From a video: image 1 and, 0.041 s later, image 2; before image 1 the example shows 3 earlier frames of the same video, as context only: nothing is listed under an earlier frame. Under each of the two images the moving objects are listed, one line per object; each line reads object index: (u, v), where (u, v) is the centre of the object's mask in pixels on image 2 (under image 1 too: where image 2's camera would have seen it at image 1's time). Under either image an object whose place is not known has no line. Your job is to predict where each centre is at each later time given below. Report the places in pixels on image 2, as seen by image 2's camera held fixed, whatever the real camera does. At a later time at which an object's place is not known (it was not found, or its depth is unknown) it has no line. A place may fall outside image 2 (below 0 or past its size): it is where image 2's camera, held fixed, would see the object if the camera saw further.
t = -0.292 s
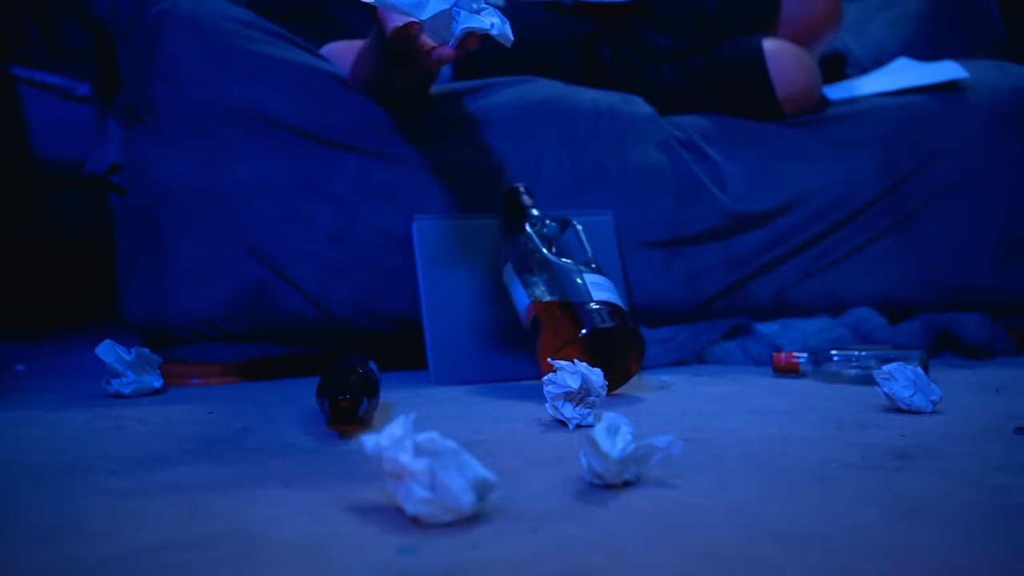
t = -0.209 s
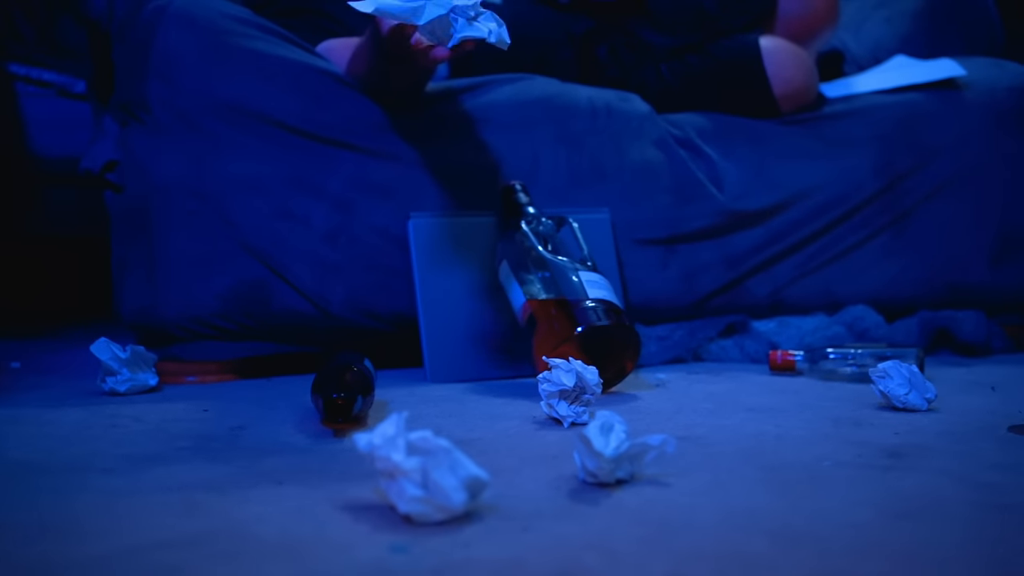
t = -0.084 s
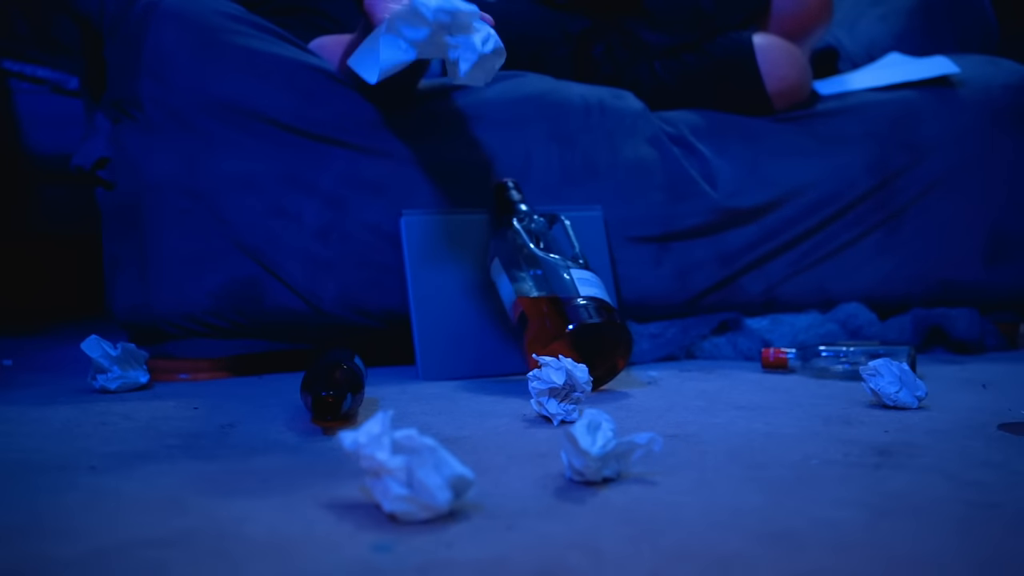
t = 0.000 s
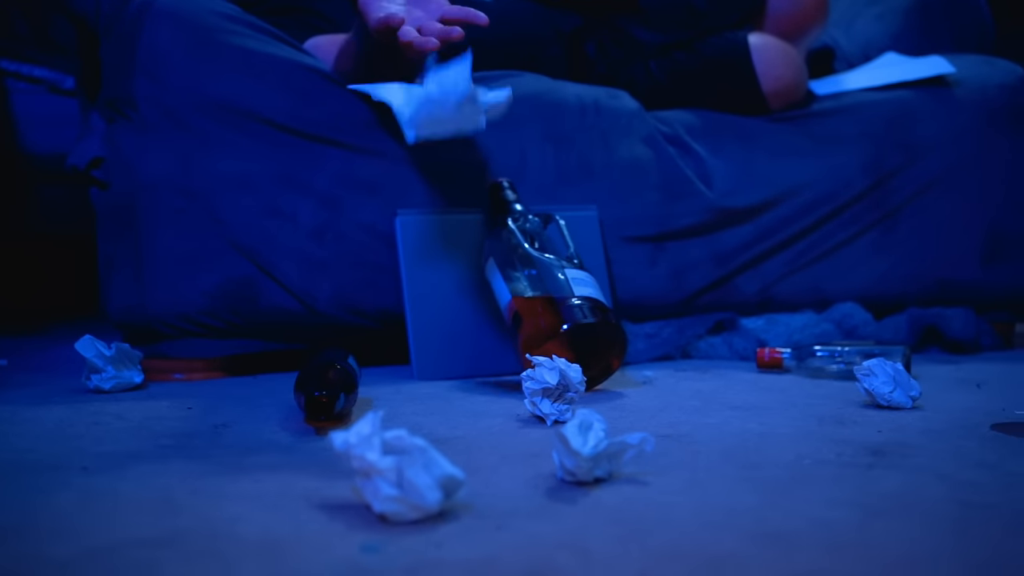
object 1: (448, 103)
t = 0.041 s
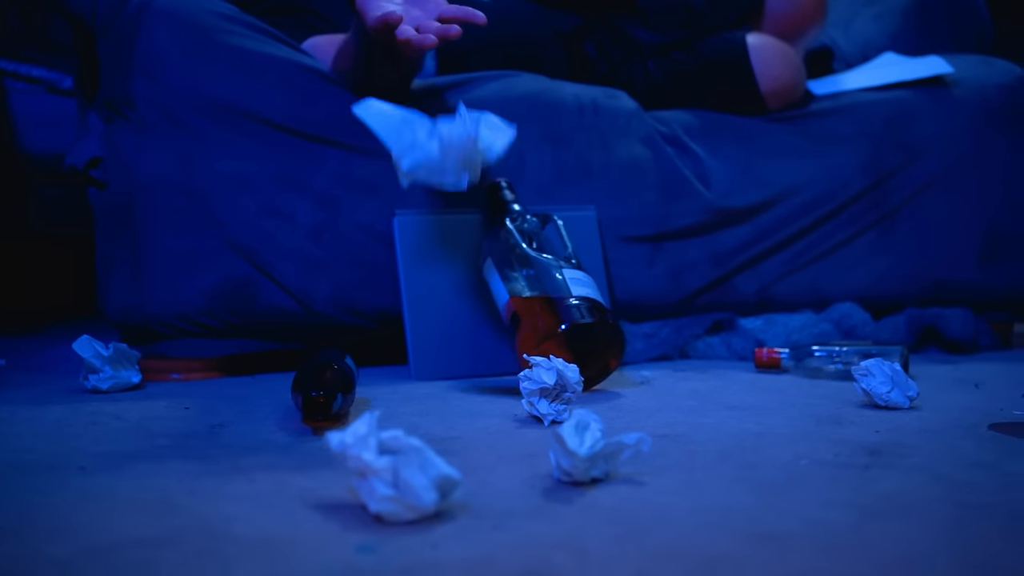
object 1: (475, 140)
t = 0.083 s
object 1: (489, 218)
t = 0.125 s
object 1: (478, 295)
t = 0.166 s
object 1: (468, 370)
